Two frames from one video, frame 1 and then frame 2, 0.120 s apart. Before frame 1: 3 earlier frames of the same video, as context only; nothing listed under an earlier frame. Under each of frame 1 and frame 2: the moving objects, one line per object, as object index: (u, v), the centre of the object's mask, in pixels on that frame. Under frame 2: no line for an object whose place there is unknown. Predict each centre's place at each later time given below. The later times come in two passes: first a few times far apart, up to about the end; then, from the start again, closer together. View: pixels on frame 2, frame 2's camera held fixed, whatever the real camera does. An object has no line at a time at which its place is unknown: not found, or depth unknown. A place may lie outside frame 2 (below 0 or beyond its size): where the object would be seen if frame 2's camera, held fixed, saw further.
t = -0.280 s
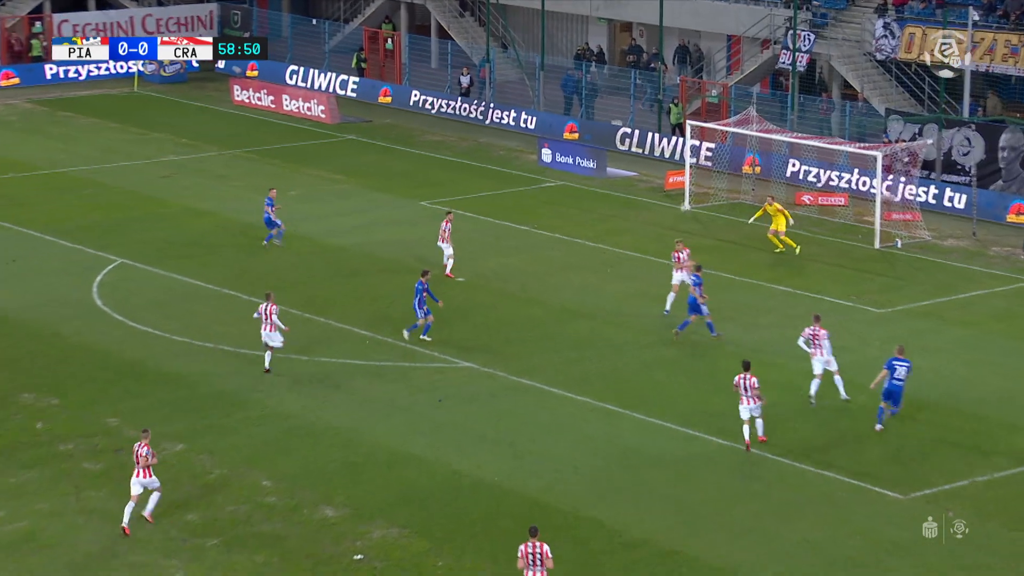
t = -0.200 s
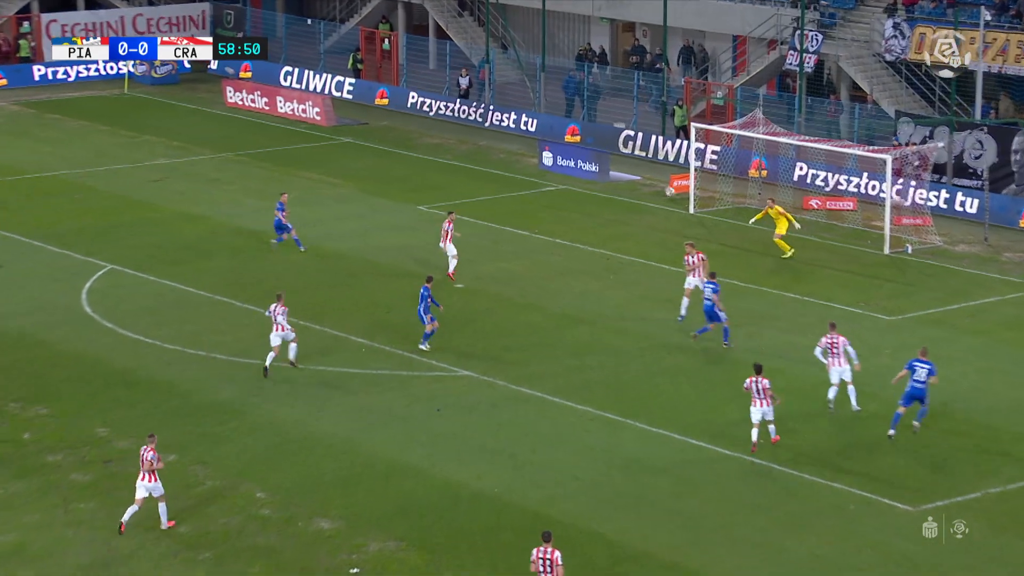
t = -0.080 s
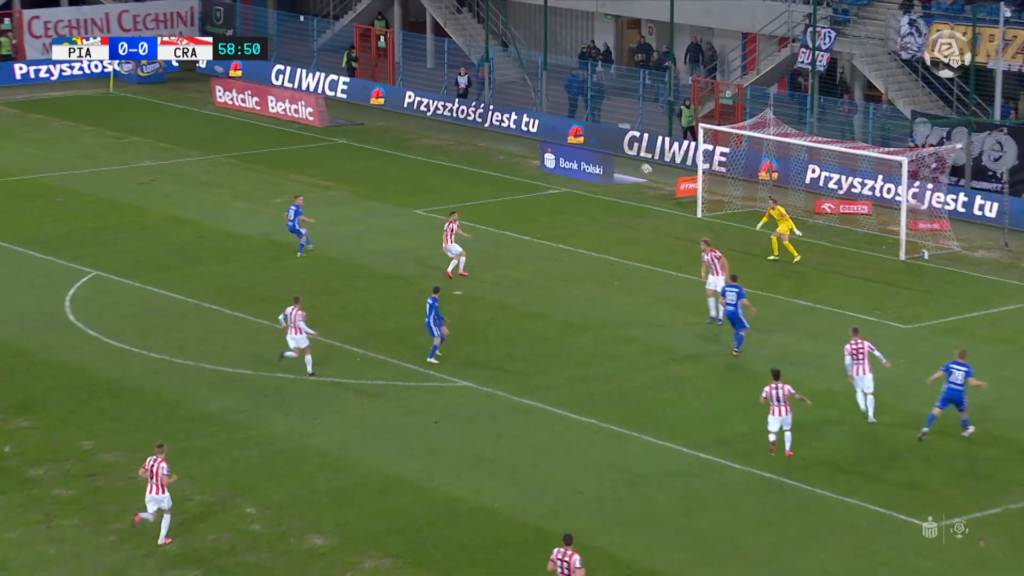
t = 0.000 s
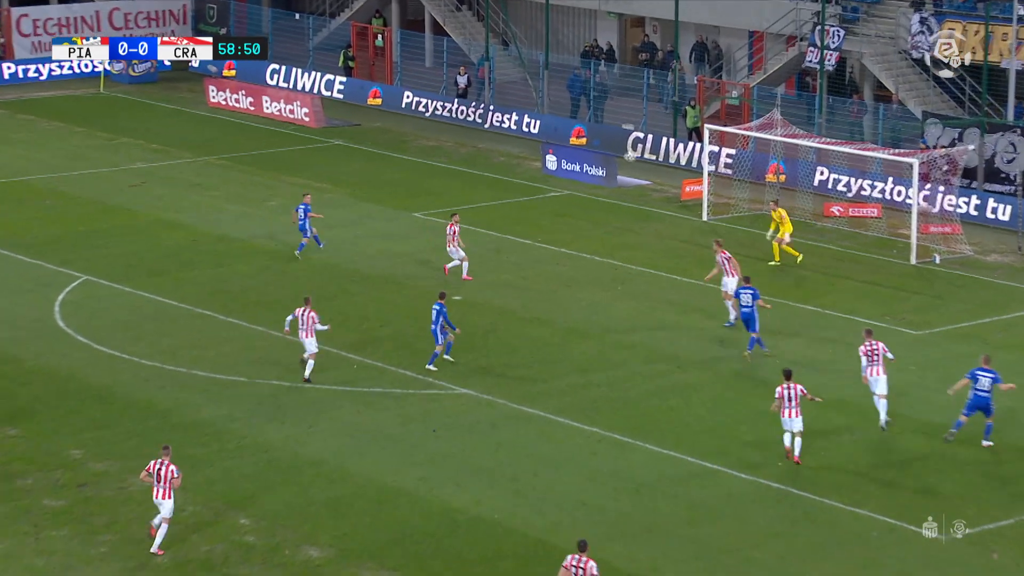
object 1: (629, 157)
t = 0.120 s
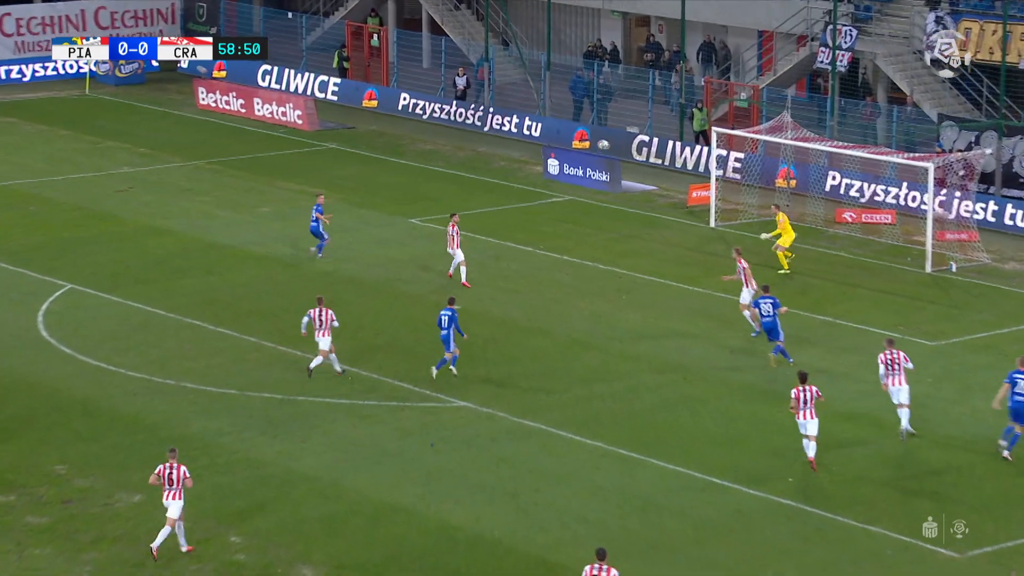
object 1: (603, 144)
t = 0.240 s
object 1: (572, 132)
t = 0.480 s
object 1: (511, 125)
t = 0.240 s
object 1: (572, 132)
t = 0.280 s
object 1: (562, 129)
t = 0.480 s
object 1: (511, 125)
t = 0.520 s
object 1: (501, 126)
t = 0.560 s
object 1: (490, 127)
